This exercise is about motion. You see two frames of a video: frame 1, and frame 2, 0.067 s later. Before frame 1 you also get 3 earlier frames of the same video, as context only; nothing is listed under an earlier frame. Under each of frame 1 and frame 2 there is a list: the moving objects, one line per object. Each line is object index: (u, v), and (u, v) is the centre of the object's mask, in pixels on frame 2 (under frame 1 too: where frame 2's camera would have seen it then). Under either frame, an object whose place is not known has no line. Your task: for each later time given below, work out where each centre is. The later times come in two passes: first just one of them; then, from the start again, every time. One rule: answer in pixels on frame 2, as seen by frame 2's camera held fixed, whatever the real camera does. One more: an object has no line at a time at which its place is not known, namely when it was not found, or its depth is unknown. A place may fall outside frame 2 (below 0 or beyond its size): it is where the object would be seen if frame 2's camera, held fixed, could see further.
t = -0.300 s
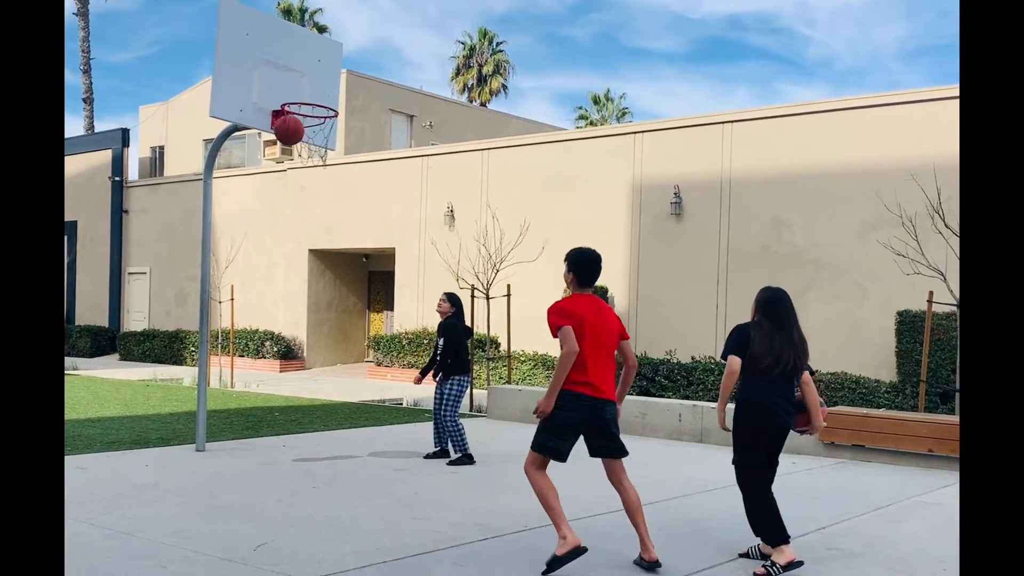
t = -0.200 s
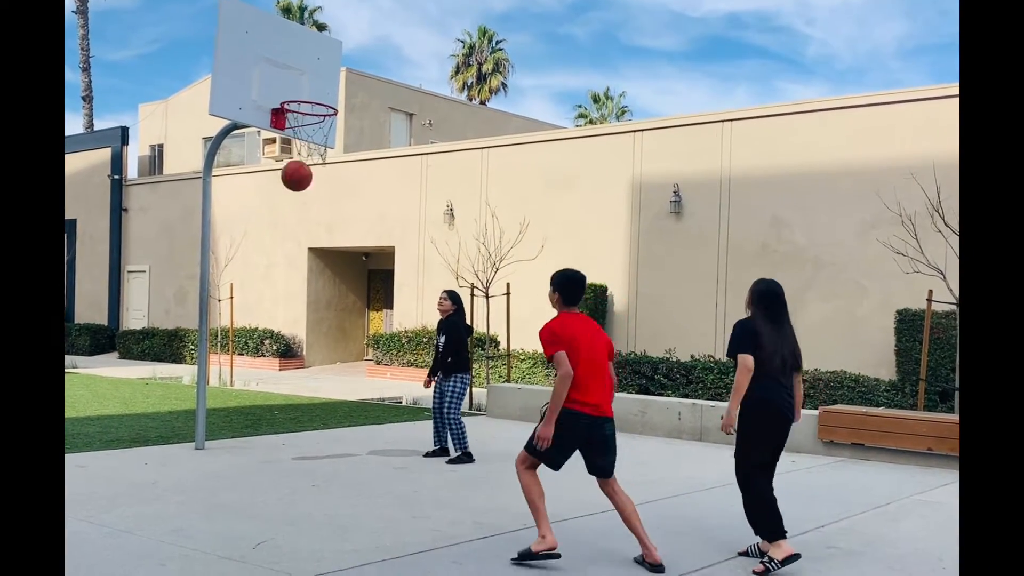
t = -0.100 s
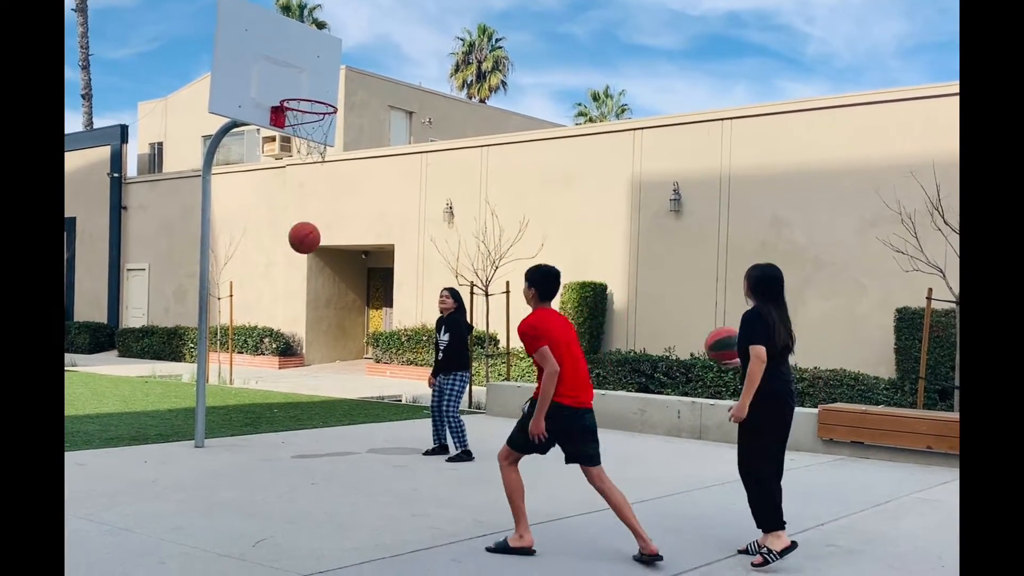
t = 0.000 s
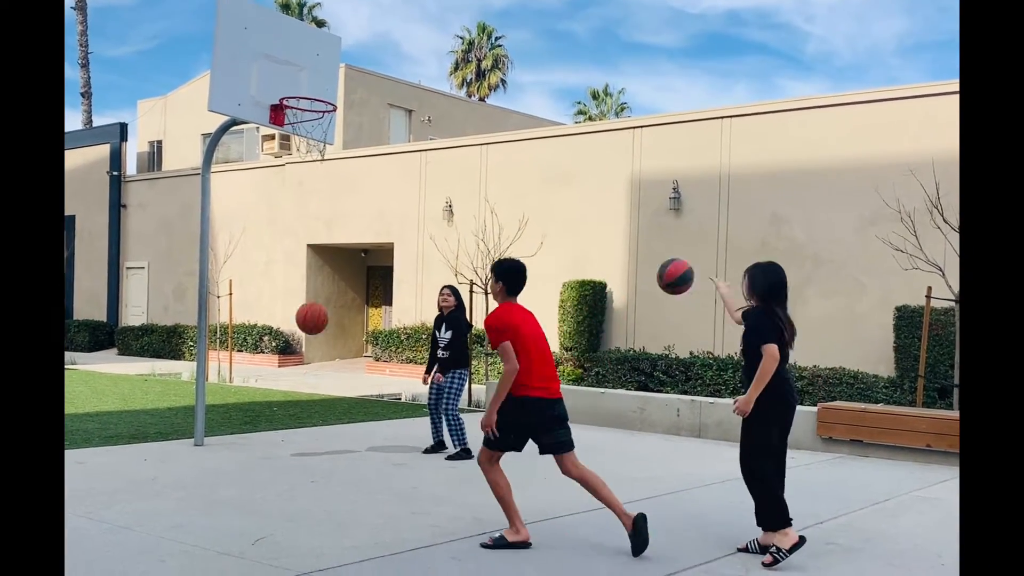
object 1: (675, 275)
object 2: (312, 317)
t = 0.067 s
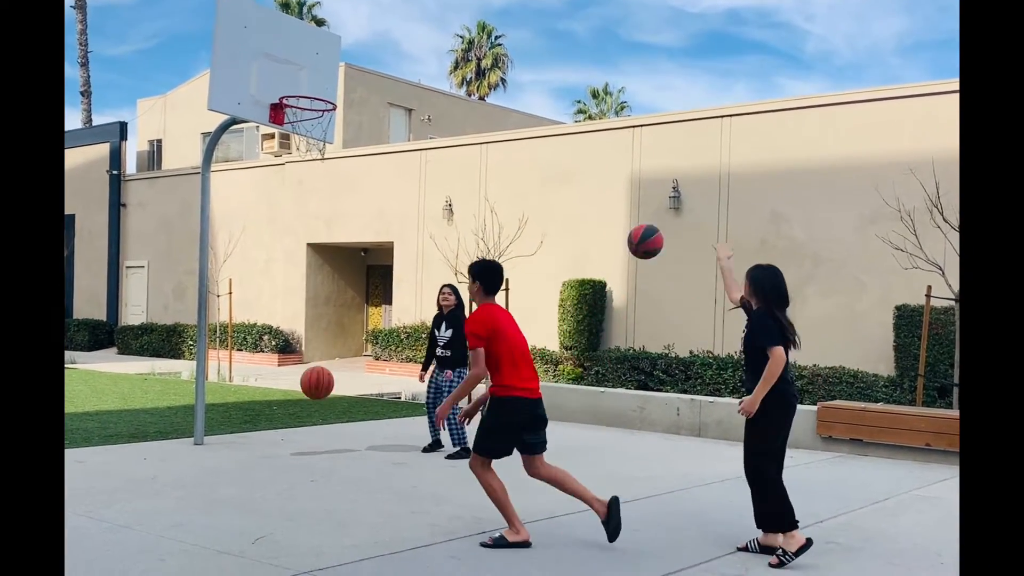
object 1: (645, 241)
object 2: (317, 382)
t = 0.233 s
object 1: (579, 191)
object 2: (330, 438)
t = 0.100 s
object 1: (631, 227)
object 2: (320, 418)
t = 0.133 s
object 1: (618, 216)
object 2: (322, 458)
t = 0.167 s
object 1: (604, 206)
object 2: (325, 498)
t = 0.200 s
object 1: (592, 197)
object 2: (327, 469)
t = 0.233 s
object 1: (579, 191)
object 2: (330, 438)
